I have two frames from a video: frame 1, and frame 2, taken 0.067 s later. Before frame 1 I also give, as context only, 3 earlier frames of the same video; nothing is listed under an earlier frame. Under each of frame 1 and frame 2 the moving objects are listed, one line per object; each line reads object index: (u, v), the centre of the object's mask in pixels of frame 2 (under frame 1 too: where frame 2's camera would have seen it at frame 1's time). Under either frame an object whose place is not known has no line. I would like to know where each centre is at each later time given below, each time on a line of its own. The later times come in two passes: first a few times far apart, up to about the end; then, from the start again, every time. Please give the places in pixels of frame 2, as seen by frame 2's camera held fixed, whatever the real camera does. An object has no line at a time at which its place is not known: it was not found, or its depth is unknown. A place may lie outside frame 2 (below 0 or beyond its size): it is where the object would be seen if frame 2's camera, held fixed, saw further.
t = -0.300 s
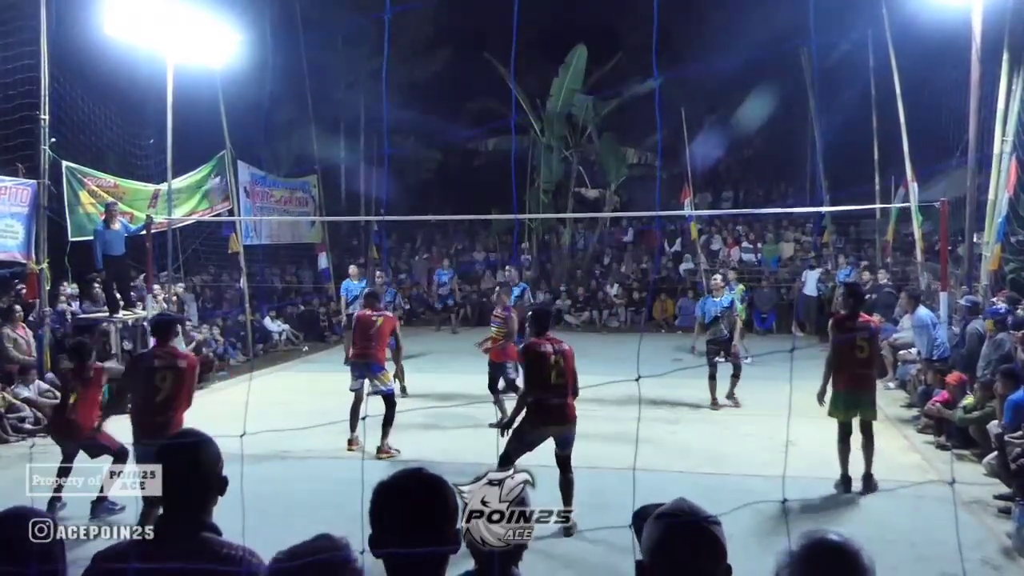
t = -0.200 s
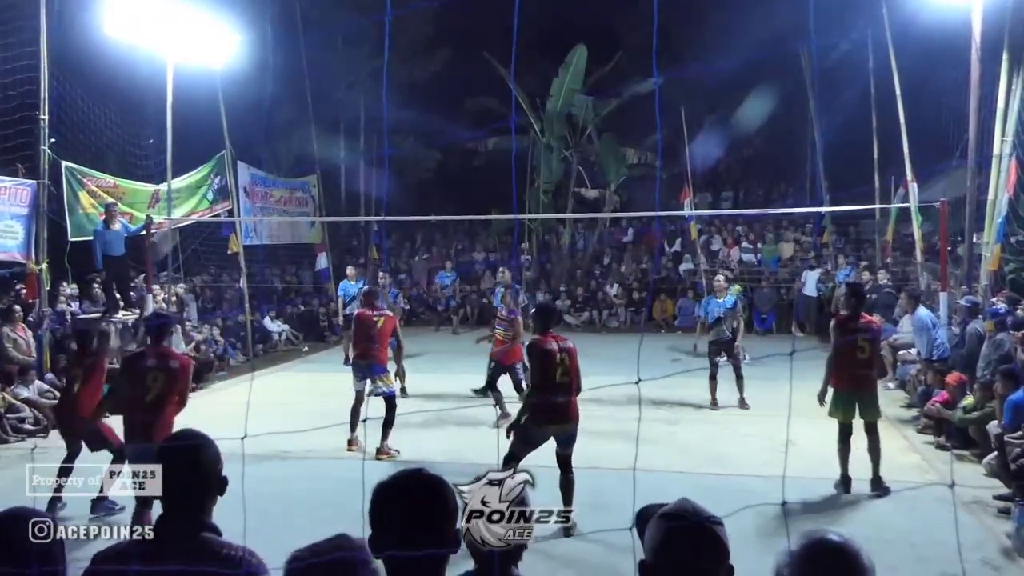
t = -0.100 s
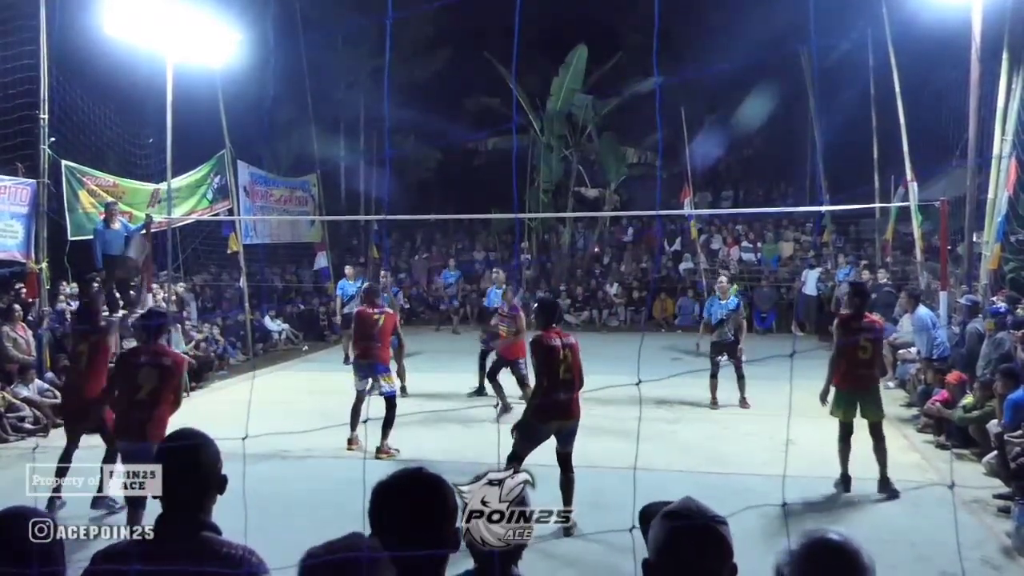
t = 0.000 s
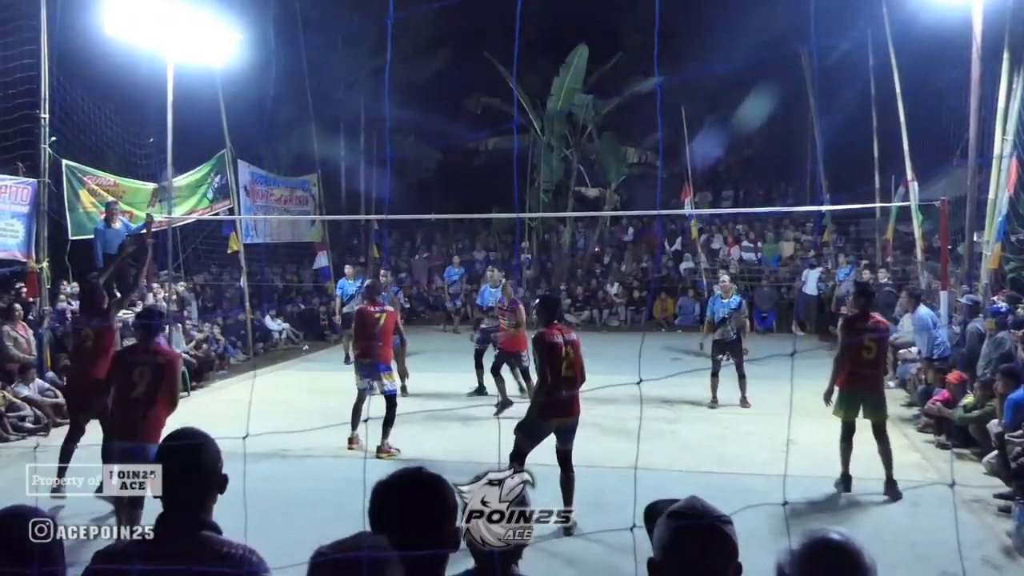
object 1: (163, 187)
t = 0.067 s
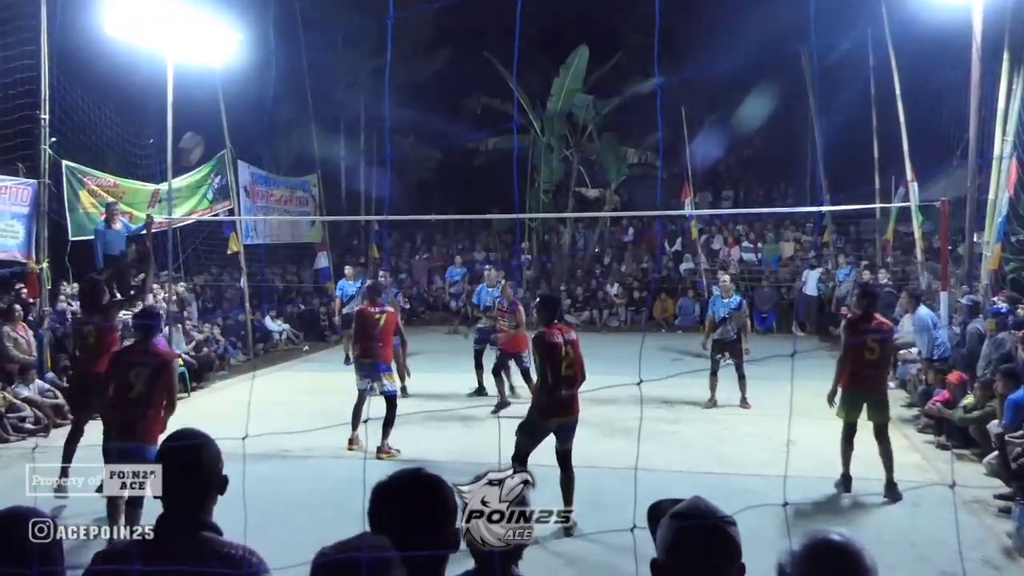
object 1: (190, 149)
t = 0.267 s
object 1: (252, 76)
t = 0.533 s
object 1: (322, 47)
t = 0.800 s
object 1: (388, 92)
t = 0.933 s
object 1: (417, 138)
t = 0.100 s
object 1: (201, 132)
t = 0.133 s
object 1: (208, 120)
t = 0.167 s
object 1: (220, 106)
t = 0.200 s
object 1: (231, 94)
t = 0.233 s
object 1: (241, 85)
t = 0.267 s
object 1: (252, 76)
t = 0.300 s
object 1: (261, 67)
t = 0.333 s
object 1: (268, 62)
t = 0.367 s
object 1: (277, 57)
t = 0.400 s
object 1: (287, 52)
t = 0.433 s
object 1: (296, 49)
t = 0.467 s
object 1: (306, 47)
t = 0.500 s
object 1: (315, 47)
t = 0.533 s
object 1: (322, 47)
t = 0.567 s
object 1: (331, 49)
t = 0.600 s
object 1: (340, 53)
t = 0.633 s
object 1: (349, 56)
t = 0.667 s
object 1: (357, 62)
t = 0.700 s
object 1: (364, 68)
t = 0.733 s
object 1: (373, 75)
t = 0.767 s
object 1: (381, 83)
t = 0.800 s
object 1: (388, 92)
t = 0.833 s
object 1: (396, 103)
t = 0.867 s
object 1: (403, 114)
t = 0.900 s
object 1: (411, 125)
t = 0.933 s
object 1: (417, 138)
